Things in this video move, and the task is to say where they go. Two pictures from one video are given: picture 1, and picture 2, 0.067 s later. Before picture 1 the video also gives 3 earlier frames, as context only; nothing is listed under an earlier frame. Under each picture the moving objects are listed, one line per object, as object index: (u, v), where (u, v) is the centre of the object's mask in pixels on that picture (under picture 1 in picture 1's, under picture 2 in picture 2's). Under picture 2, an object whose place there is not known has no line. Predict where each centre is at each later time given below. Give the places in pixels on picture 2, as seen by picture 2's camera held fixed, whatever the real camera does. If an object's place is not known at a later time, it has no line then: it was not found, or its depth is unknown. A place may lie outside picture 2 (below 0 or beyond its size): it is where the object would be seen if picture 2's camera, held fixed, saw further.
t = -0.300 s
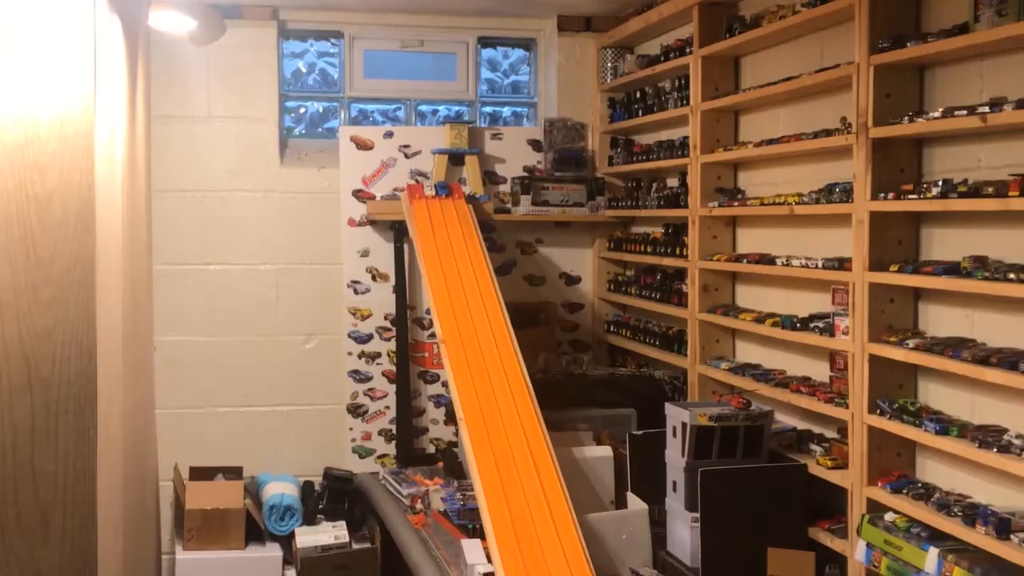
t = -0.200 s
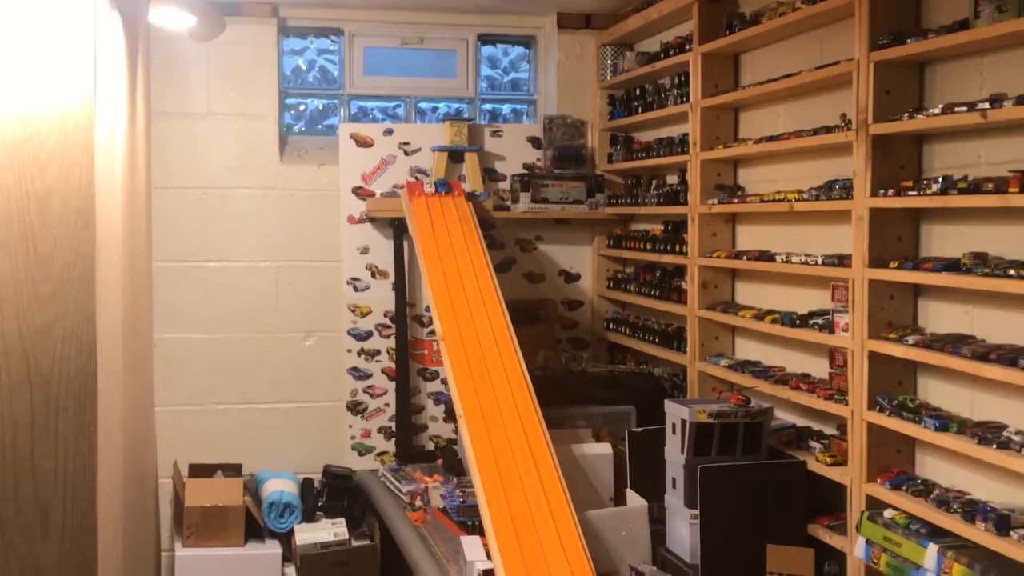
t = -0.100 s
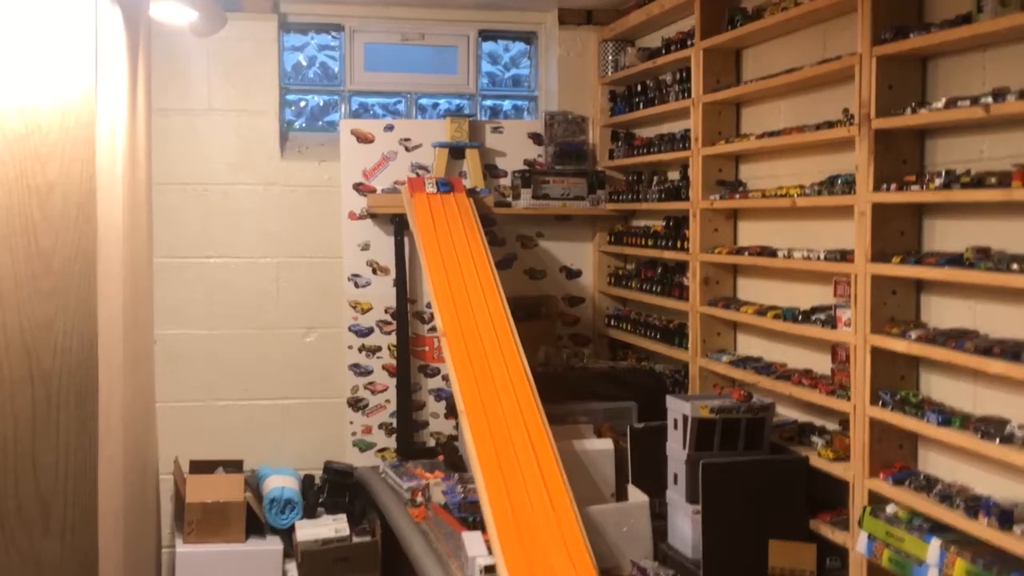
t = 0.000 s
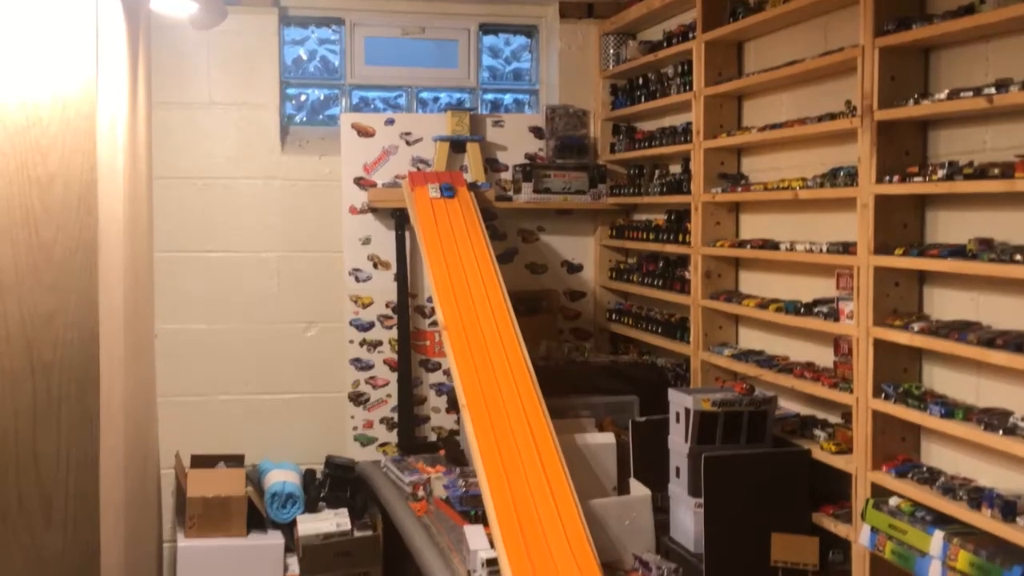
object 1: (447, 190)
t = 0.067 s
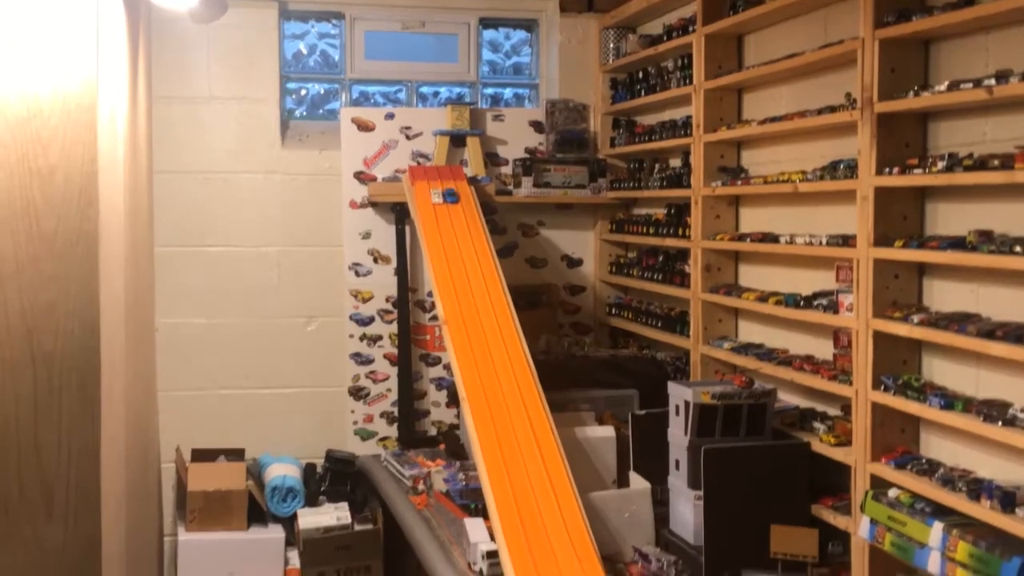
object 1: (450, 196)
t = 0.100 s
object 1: (452, 203)
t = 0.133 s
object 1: (455, 211)
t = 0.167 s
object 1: (458, 221)
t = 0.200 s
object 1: (461, 230)
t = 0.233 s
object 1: (465, 242)
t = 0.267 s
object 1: (468, 255)
